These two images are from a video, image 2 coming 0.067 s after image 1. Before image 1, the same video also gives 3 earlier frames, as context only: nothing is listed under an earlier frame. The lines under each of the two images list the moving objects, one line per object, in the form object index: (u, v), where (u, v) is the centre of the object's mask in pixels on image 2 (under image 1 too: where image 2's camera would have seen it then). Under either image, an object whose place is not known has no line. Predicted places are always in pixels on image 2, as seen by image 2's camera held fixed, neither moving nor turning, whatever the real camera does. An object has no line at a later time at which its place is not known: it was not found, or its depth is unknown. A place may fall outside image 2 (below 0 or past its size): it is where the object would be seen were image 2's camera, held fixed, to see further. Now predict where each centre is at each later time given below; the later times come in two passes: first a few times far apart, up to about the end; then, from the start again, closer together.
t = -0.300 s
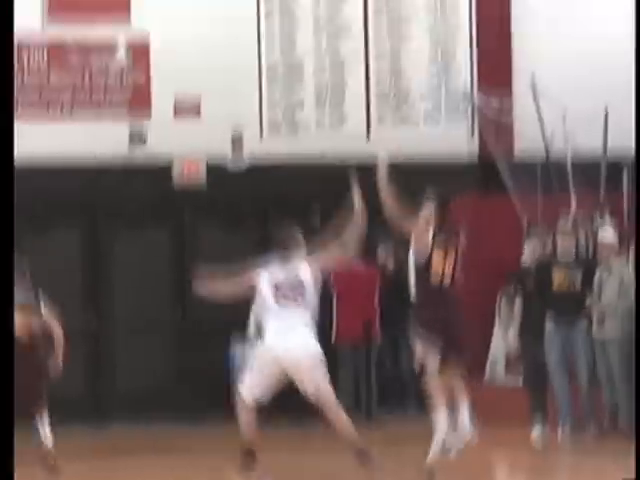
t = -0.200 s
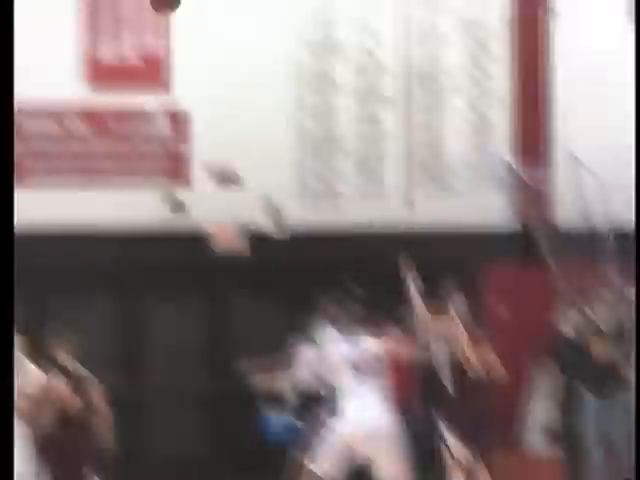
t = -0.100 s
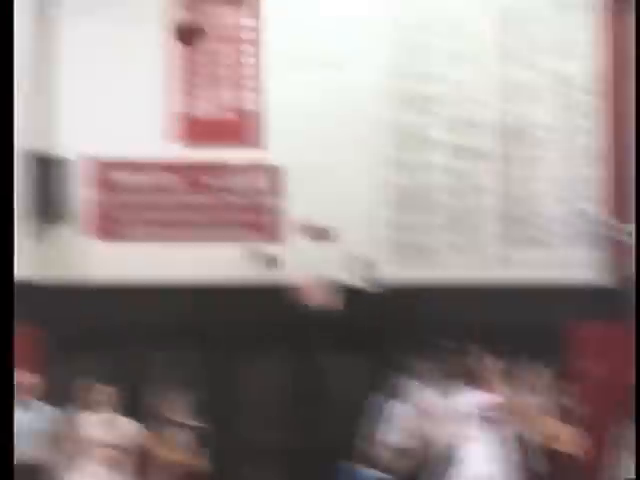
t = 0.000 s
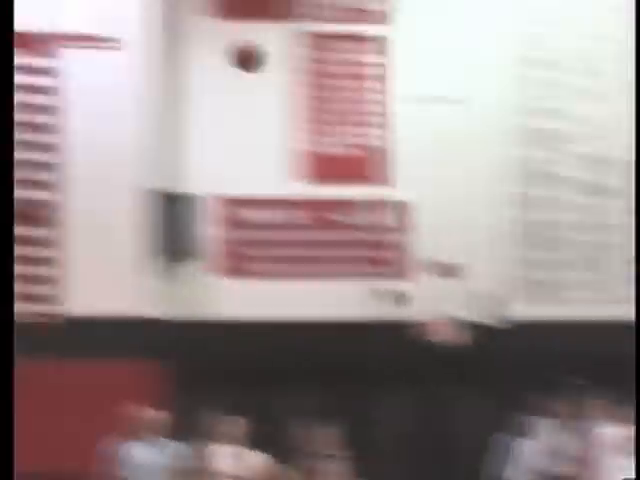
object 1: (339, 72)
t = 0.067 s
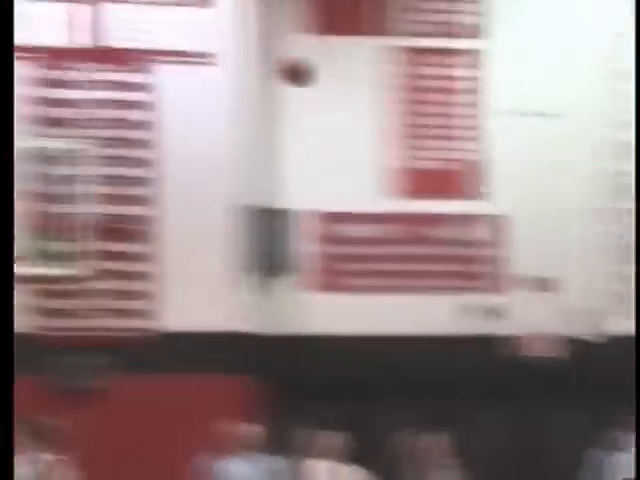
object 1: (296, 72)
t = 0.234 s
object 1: (192, 97)
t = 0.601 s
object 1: (-31, 262)
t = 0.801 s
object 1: (4, 280)
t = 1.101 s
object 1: (2, 319)
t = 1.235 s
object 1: (-10, 370)
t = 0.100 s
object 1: (274, 75)
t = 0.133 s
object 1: (255, 80)
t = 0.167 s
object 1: (234, 82)
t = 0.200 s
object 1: (212, 88)
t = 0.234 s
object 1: (192, 97)
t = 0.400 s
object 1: (84, 158)
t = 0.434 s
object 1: (64, 171)
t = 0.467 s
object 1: (42, 194)
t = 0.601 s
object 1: (-31, 262)
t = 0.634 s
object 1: (-31, 269)
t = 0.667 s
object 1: (-28, 278)
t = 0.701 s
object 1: (-21, 284)
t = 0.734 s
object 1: (-11, 284)
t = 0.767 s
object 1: (-3, 282)
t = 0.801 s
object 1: (4, 280)
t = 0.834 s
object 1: (9, 278)
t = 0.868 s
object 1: (12, 279)
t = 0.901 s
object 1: (14, 279)
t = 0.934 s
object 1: (13, 281)
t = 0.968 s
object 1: (10, 283)
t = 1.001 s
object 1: (11, 295)
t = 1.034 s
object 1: (8, 298)
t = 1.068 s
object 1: (4, 308)
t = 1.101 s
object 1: (2, 319)
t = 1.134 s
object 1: (-2, 327)
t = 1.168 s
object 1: (-3, 345)
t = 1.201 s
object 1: (-6, 357)
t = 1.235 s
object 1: (-10, 370)
